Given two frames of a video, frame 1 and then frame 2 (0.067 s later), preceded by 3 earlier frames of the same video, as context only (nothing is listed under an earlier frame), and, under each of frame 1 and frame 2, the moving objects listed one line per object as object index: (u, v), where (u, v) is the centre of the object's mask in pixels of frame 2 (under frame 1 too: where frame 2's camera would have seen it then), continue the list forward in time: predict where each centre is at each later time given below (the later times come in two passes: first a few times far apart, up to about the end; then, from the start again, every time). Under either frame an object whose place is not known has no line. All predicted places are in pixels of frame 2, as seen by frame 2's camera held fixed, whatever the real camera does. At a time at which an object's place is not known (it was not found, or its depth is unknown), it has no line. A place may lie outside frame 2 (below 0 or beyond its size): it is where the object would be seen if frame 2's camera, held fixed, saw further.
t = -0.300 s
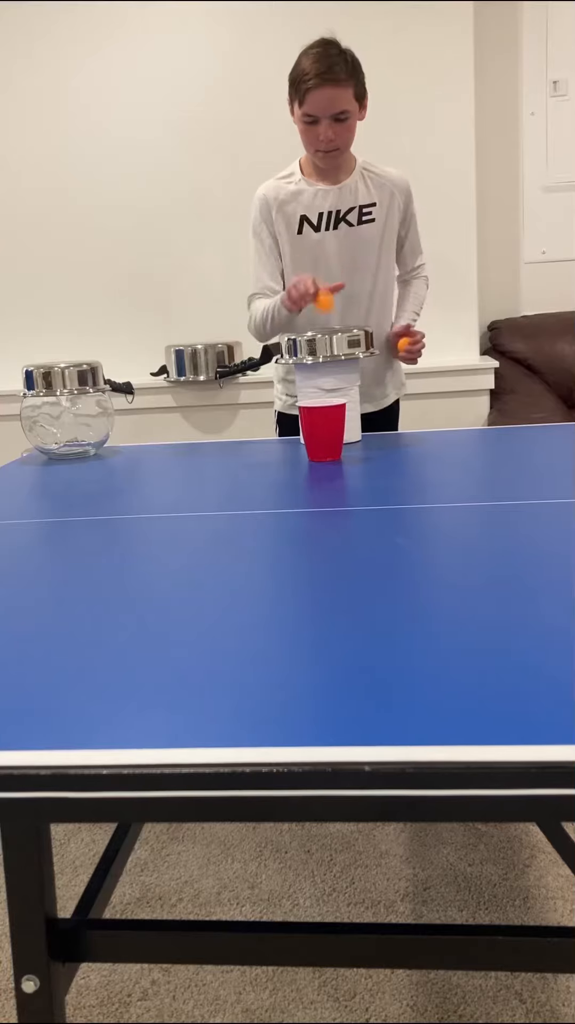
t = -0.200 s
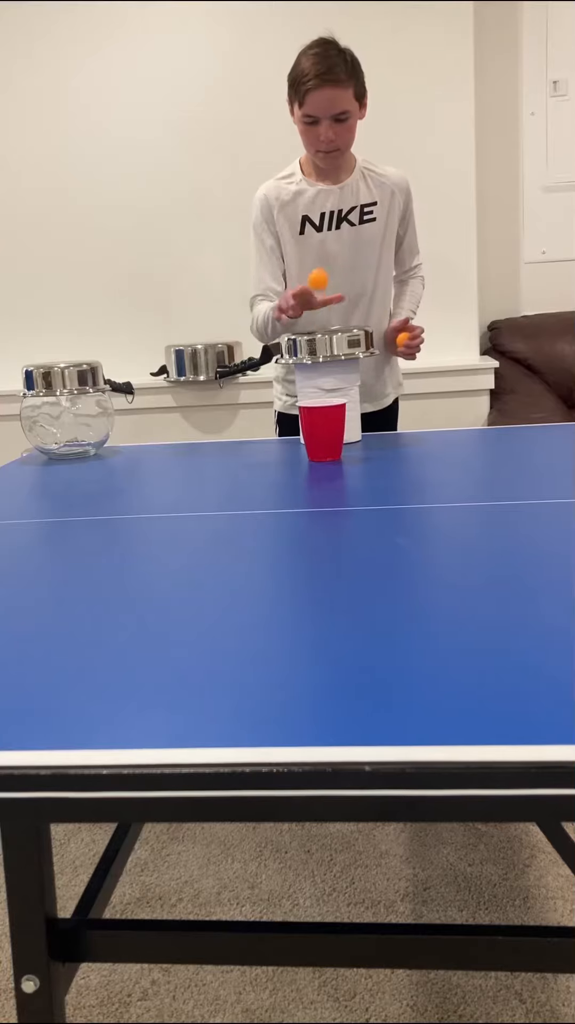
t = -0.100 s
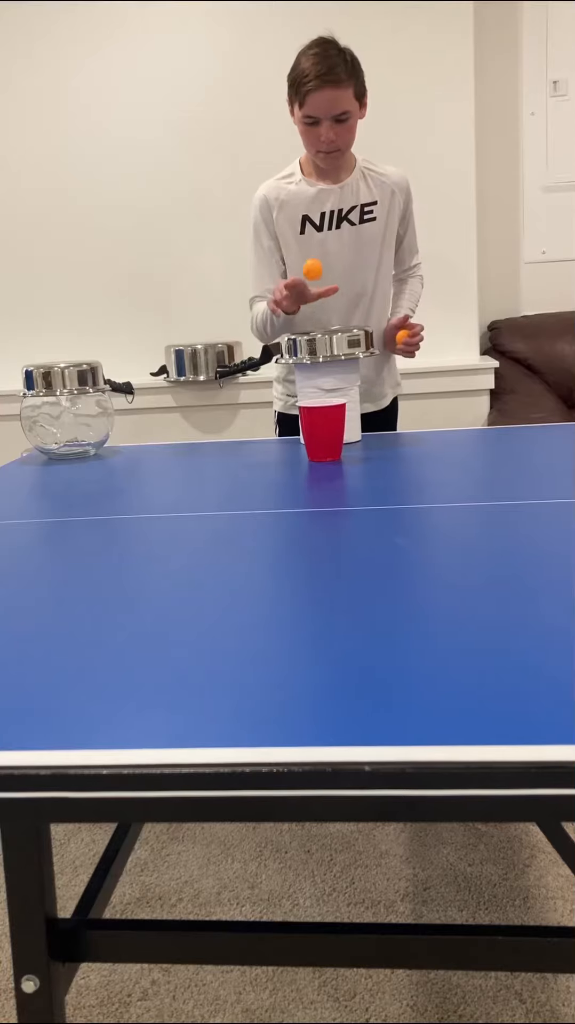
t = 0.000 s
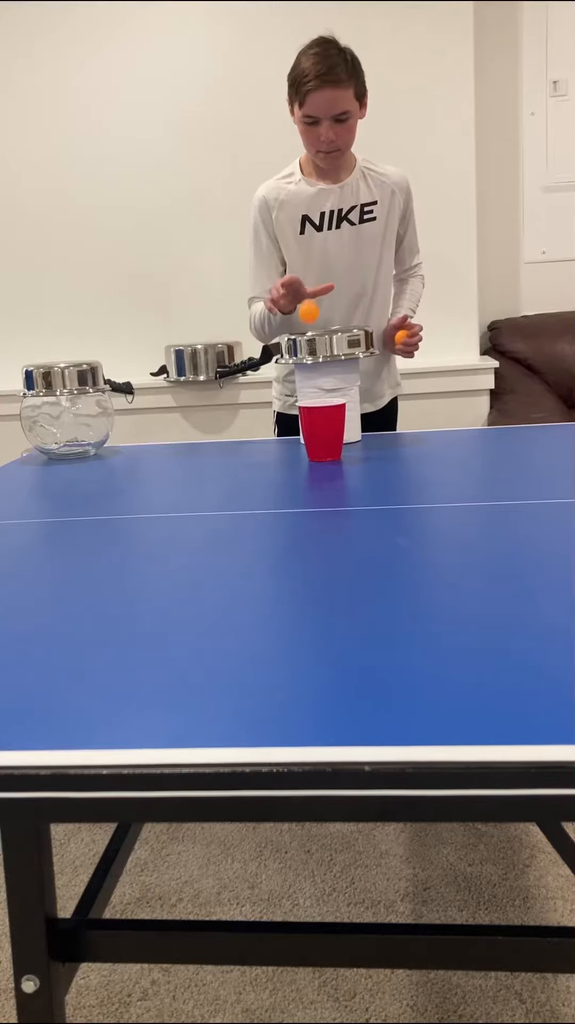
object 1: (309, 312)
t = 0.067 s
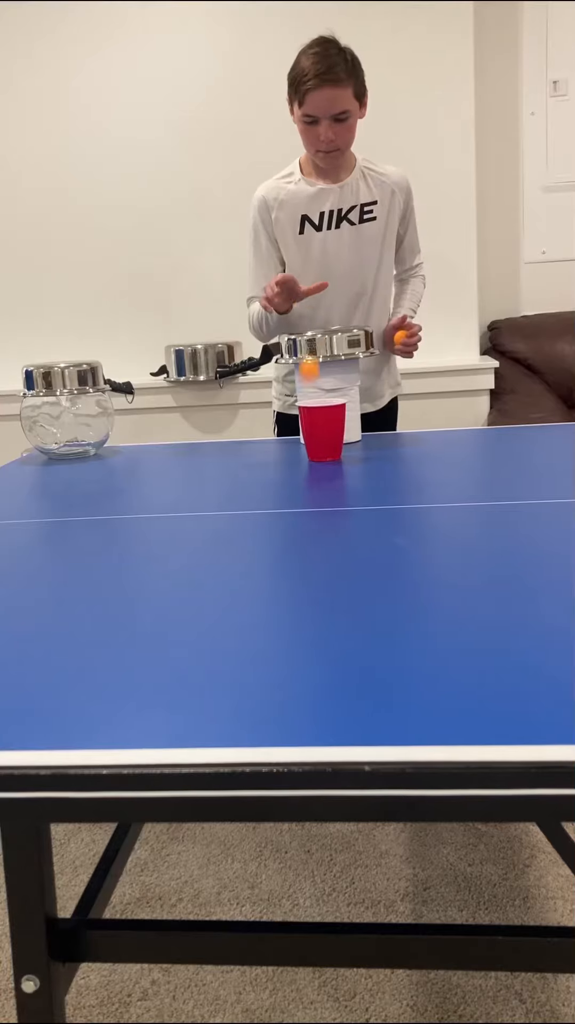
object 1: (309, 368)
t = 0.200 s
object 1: (311, 400)
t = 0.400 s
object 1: (319, 400)
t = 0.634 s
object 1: (322, 400)
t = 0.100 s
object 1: (310, 397)
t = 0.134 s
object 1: (311, 402)
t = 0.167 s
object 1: (311, 402)
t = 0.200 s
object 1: (311, 400)
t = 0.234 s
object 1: (310, 396)
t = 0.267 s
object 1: (311, 395)
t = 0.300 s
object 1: (311, 396)
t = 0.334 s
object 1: (314, 399)
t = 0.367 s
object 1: (317, 401)
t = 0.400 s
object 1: (319, 400)
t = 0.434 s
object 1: (320, 400)
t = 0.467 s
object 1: (320, 399)
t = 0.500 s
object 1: (320, 399)
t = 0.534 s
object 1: (320, 399)
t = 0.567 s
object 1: (320, 399)
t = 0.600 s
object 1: (321, 400)
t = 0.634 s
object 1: (322, 400)
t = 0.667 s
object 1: (324, 399)
